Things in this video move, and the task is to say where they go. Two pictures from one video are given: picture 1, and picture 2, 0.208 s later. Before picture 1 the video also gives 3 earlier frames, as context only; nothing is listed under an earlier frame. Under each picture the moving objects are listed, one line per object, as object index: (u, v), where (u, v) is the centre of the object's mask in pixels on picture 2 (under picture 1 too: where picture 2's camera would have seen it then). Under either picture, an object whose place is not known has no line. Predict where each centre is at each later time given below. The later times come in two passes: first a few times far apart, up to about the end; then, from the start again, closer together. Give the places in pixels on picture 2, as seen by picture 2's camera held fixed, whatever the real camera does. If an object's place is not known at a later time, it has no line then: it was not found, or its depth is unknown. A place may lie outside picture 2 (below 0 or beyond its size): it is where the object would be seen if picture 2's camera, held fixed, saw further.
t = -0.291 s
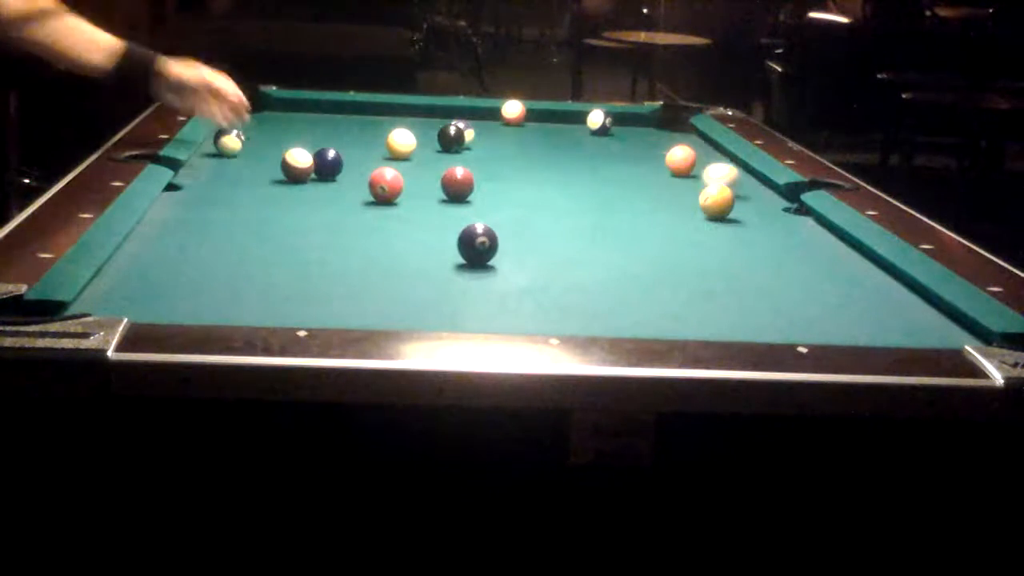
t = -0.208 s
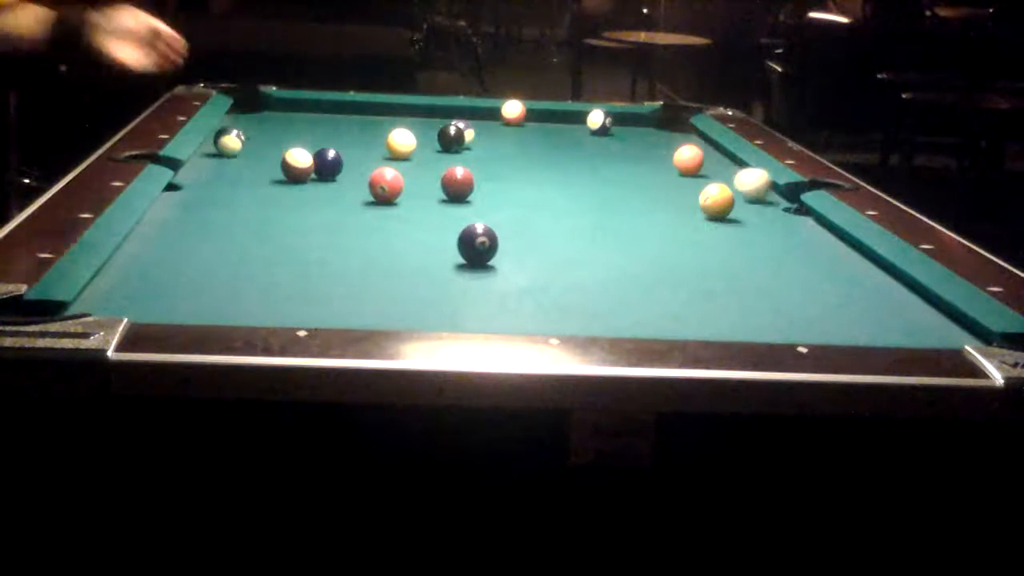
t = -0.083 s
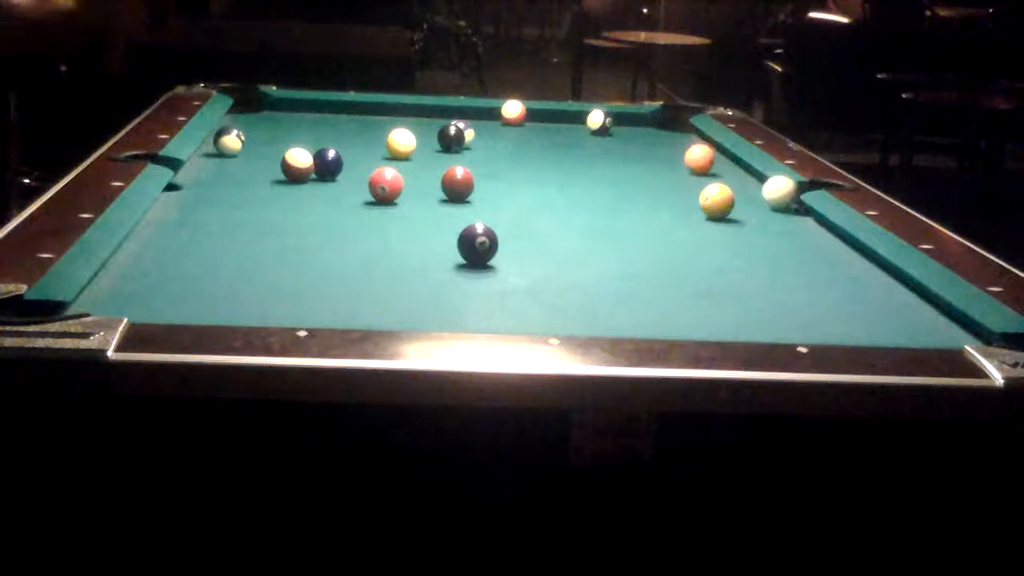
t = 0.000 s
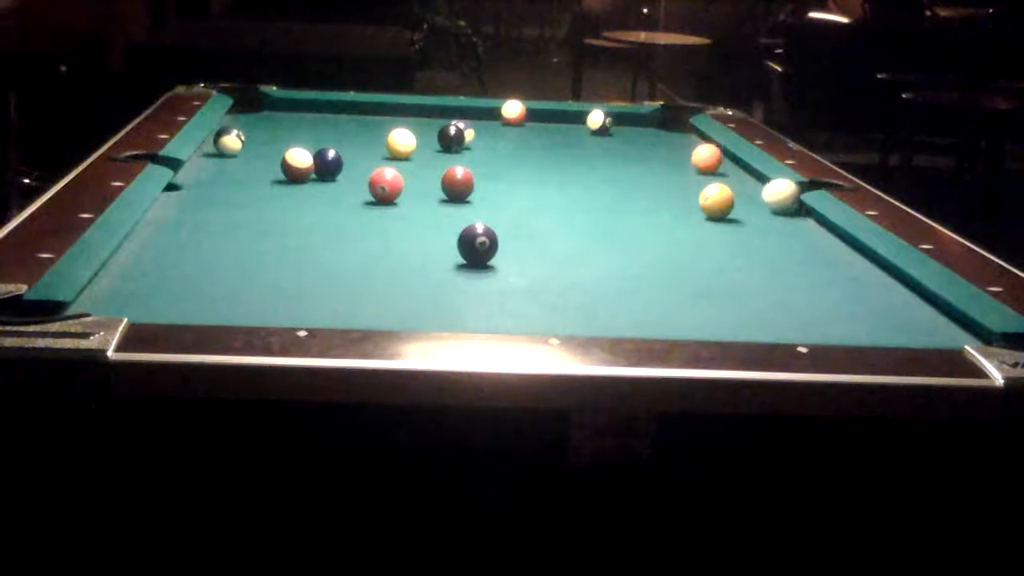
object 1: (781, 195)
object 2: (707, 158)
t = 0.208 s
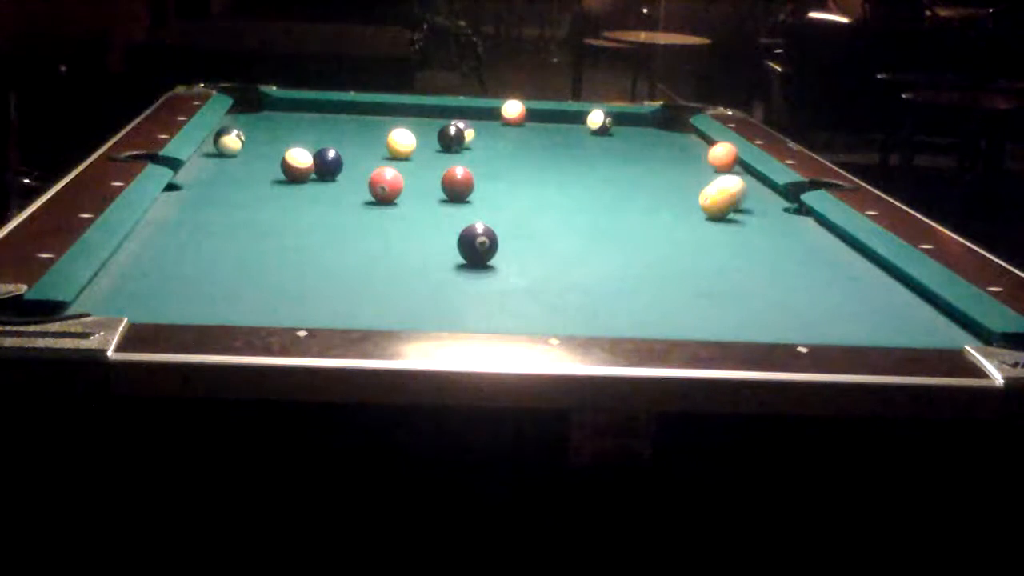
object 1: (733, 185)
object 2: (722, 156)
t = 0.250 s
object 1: (717, 182)
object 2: (722, 156)
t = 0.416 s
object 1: (679, 187)
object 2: (714, 155)
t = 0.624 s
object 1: (634, 185)
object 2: (704, 154)
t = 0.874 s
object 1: (583, 181)
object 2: (694, 152)
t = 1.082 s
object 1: (543, 177)
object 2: (687, 151)
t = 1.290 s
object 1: (507, 174)
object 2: (682, 151)
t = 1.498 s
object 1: (475, 168)
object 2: (678, 150)
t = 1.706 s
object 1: (438, 167)
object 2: (677, 150)
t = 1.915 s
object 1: (412, 166)
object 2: (676, 150)
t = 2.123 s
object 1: (384, 159)
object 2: (677, 150)
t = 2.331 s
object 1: (359, 162)
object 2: (677, 150)
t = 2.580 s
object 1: (351, 160)
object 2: (677, 150)
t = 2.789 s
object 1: (346, 159)
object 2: (677, 150)
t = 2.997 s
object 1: (342, 157)
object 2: (676, 150)
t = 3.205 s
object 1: (340, 155)
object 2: (676, 151)
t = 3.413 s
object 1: (339, 154)
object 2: (677, 151)
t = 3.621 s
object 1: (339, 154)
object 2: (677, 151)
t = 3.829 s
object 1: (339, 154)
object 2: (677, 151)
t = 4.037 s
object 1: (339, 154)
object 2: (677, 150)
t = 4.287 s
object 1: (339, 154)
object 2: (677, 150)
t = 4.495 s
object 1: (339, 154)
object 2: (677, 150)
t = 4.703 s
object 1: (339, 154)
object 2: (677, 150)
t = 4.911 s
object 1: (339, 154)
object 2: (677, 150)
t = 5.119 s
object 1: (339, 154)
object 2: (677, 150)
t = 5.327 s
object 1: (339, 154)
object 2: (677, 150)
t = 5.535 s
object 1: (339, 154)
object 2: (677, 150)
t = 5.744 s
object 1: (339, 154)
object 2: (677, 150)
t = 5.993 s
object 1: (339, 154)
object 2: (677, 150)
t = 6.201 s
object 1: (339, 154)
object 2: (677, 150)
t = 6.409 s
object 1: (339, 154)
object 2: (677, 150)
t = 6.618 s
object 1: (339, 154)
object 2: (677, 151)
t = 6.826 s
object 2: (677, 151)
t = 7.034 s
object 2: (677, 151)
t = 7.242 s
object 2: (677, 150)
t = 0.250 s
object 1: (717, 182)
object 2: (722, 156)
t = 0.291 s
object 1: (705, 183)
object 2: (720, 156)
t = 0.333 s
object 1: (695, 187)
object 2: (718, 156)
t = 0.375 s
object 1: (687, 188)
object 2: (716, 155)
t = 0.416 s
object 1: (679, 187)
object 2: (714, 155)
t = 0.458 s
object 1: (670, 187)
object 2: (712, 155)
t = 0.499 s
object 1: (660, 186)
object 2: (710, 154)
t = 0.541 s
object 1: (651, 186)
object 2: (708, 154)
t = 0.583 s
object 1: (642, 185)
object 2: (706, 154)
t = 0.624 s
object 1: (634, 185)
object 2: (704, 154)
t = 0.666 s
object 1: (625, 184)
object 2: (702, 153)
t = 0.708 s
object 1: (617, 183)
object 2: (701, 153)
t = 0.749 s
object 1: (608, 183)
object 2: (699, 153)
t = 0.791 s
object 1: (600, 182)
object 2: (697, 153)
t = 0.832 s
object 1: (591, 181)
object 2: (696, 153)
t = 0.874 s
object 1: (583, 181)
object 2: (694, 152)
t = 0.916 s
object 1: (575, 180)
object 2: (692, 152)
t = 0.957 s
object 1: (567, 179)
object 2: (691, 152)
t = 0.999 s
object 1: (559, 178)
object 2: (690, 151)
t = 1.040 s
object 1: (551, 178)
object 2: (689, 151)
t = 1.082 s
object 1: (543, 177)
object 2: (687, 151)
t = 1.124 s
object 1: (536, 177)
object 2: (686, 151)
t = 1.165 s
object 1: (528, 176)
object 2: (685, 151)
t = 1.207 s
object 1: (521, 175)
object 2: (684, 151)
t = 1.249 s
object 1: (514, 175)
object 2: (683, 151)
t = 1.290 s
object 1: (507, 174)
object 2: (682, 151)
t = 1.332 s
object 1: (499, 174)
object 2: (681, 151)
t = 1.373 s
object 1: (493, 173)
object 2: (681, 151)
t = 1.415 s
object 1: (486, 172)
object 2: (680, 151)
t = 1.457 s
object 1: (481, 171)
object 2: (679, 150)
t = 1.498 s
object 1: (475, 168)
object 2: (678, 150)
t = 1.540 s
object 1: (469, 165)
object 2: (678, 150)
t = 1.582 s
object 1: (461, 163)
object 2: (678, 150)
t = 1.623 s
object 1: (451, 163)
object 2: (677, 150)
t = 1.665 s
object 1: (443, 165)
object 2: (677, 150)
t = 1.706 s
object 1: (438, 167)
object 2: (677, 150)
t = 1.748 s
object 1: (433, 167)
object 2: (677, 150)
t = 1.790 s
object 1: (429, 168)
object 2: (676, 150)
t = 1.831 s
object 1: (423, 167)
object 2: (676, 150)
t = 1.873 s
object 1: (417, 167)
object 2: (676, 150)
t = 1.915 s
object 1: (412, 166)
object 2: (676, 150)
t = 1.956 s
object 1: (407, 165)
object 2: (676, 150)
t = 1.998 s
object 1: (402, 163)
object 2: (676, 150)
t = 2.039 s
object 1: (396, 161)
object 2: (677, 150)
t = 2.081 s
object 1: (390, 160)
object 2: (677, 150)
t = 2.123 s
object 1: (384, 159)
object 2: (677, 150)
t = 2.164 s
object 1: (378, 159)
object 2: (677, 150)
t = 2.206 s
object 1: (372, 160)
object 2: (677, 150)
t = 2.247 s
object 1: (368, 161)
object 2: (677, 150)
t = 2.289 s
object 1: (363, 162)
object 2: (677, 150)
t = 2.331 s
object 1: (359, 162)
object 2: (677, 150)
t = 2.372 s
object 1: (358, 162)
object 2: (677, 150)
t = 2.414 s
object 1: (356, 161)
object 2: (677, 150)
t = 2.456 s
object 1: (355, 161)
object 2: (677, 150)
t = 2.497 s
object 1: (354, 161)
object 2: (677, 150)
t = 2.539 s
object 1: (352, 160)
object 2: (677, 150)
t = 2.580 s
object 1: (351, 160)
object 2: (677, 150)
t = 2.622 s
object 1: (350, 160)
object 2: (677, 150)
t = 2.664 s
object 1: (349, 159)
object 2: (676, 150)
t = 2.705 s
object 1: (348, 159)
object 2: (676, 150)
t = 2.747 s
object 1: (347, 159)
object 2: (677, 150)
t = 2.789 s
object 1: (346, 159)
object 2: (677, 150)
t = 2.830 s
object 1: (345, 158)
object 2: (677, 150)
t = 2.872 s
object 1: (344, 157)
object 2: (676, 150)
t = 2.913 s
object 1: (344, 157)
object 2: (676, 150)
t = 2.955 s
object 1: (343, 157)
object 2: (676, 150)
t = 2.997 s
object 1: (342, 157)
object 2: (676, 150)
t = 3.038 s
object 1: (342, 156)
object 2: (676, 150)
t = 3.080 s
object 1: (341, 156)
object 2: (676, 150)
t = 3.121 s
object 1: (341, 156)
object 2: (676, 150)
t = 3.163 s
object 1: (340, 155)
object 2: (676, 150)
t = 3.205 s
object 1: (340, 155)
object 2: (676, 151)
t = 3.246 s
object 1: (340, 155)
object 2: (677, 151)
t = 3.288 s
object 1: (339, 154)
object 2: (677, 151)
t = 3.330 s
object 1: (339, 154)
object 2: (677, 151)
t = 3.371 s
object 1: (339, 154)
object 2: (677, 151)
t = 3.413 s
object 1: (339, 154)
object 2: (677, 151)
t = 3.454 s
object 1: (339, 154)
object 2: (677, 151)
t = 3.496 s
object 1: (339, 154)
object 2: (677, 151)
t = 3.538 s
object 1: (339, 154)
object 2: (677, 151)
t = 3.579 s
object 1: (339, 154)
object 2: (677, 151)
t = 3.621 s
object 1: (339, 154)
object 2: (677, 151)
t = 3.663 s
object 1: (339, 154)
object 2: (677, 151)
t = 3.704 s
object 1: (339, 154)
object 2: (677, 151)
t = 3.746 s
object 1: (339, 154)
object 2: (677, 151)
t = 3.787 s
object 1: (339, 154)
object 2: (677, 151)
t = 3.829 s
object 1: (339, 154)
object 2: (677, 151)
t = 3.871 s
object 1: (339, 154)
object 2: (677, 150)
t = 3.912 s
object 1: (339, 154)
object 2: (677, 150)
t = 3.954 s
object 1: (339, 154)
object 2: (677, 150)
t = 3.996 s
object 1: (339, 154)
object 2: (677, 150)
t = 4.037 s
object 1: (339, 154)
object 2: (677, 150)
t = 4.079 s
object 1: (339, 154)
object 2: (677, 150)
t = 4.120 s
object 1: (339, 154)
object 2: (677, 150)
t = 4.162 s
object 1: (339, 154)
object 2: (677, 150)
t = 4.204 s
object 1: (339, 154)
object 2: (677, 150)
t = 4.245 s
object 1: (339, 154)
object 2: (677, 150)
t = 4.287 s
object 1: (339, 154)
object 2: (677, 150)
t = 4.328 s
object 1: (339, 154)
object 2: (677, 150)
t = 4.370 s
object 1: (339, 154)
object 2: (677, 150)
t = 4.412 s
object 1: (339, 154)
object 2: (677, 150)
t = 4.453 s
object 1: (339, 154)
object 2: (677, 150)
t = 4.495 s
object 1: (339, 154)
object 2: (677, 150)
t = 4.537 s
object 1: (339, 155)
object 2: (677, 150)
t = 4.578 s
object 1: (339, 154)
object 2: (677, 150)
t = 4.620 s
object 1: (339, 154)
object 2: (677, 150)
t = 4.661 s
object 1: (339, 154)
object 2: (677, 150)
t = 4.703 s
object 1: (339, 154)
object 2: (677, 150)
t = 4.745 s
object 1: (339, 154)
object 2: (677, 150)
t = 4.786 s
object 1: (339, 155)
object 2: (677, 150)
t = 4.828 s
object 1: (339, 155)
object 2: (677, 150)
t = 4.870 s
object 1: (339, 154)
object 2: (677, 150)
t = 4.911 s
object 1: (339, 154)
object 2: (677, 150)
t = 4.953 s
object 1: (339, 154)
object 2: (677, 150)
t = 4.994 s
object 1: (339, 155)
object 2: (677, 150)
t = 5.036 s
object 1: (339, 155)
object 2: (677, 150)
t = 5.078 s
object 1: (339, 154)
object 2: (677, 150)
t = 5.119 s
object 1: (339, 154)
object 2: (677, 150)
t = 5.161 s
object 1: (339, 154)
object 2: (677, 150)
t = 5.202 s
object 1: (339, 154)
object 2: (677, 150)
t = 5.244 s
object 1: (339, 154)
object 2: (677, 150)
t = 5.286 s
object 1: (339, 154)
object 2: (677, 150)
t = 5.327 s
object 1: (339, 154)
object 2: (677, 150)
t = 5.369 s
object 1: (339, 154)
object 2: (677, 150)
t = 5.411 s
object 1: (339, 154)
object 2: (677, 150)
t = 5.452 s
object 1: (339, 154)
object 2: (677, 150)
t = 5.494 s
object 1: (339, 154)
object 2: (677, 150)
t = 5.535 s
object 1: (339, 154)
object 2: (677, 150)
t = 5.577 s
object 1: (339, 154)
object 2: (677, 150)
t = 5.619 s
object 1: (339, 154)
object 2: (677, 150)
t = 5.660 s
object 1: (339, 154)
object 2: (677, 150)
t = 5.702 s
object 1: (339, 154)
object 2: (677, 150)
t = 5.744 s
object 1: (339, 154)
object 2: (677, 150)
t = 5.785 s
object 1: (339, 154)
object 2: (677, 150)
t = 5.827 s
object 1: (339, 154)
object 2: (677, 150)
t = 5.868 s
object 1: (339, 154)
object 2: (677, 150)
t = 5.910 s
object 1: (339, 154)
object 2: (677, 150)
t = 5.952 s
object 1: (339, 154)
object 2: (677, 150)
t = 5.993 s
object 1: (339, 154)
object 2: (677, 150)
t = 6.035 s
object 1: (339, 154)
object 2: (677, 150)
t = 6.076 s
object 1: (339, 154)
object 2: (677, 150)
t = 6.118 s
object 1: (339, 154)
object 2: (677, 150)
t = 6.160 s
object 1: (339, 154)
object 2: (677, 150)
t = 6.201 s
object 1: (339, 154)
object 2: (677, 150)
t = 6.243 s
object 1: (339, 154)
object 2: (677, 150)
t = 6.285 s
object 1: (339, 154)
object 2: (677, 150)
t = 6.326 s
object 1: (339, 154)
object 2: (677, 150)
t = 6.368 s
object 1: (339, 154)
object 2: (677, 150)
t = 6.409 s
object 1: (339, 154)
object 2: (677, 150)
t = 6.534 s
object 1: (339, 154)
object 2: (677, 150)
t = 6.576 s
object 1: (339, 154)
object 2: (677, 150)
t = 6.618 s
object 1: (339, 154)
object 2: (677, 151)
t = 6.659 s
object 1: (339, 154)
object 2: (677, 151)
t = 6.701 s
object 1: (339, 154)
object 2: (677, 151)
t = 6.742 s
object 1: (339, 154)
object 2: (677, 151)
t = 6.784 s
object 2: (677, 151)
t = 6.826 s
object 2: (677, 151)
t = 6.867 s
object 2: (677, 151)
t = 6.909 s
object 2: (677, 151)
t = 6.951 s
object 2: (677, 151)
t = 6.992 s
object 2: (677, 151)
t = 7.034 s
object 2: (677, 151)
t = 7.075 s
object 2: (677, 151)
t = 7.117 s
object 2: (677, 151)
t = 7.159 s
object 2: (677, 151)
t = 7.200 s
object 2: (677, 150)
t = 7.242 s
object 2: (677, 150)
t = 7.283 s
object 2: (677, 150)
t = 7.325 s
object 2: (677, 150)
